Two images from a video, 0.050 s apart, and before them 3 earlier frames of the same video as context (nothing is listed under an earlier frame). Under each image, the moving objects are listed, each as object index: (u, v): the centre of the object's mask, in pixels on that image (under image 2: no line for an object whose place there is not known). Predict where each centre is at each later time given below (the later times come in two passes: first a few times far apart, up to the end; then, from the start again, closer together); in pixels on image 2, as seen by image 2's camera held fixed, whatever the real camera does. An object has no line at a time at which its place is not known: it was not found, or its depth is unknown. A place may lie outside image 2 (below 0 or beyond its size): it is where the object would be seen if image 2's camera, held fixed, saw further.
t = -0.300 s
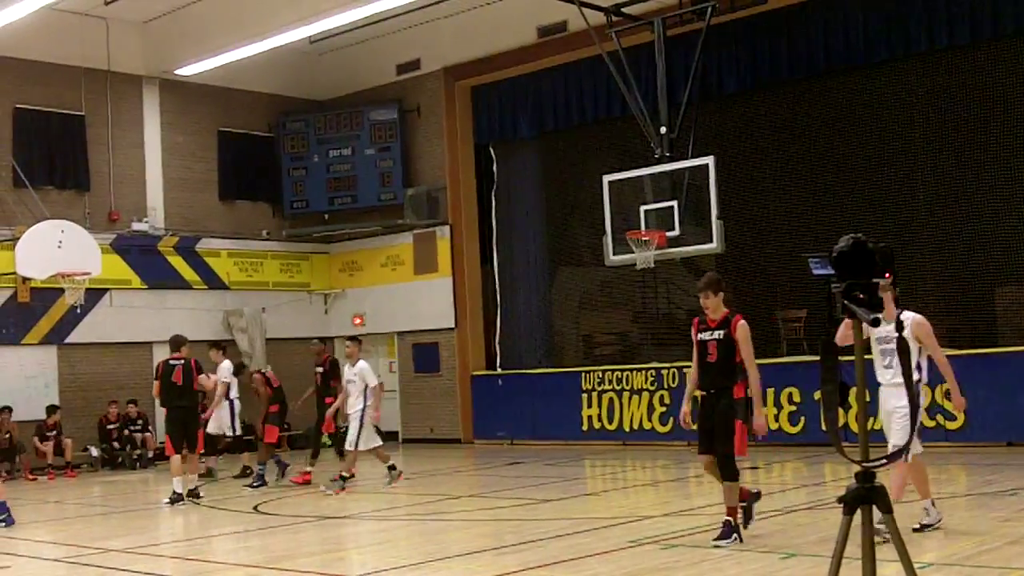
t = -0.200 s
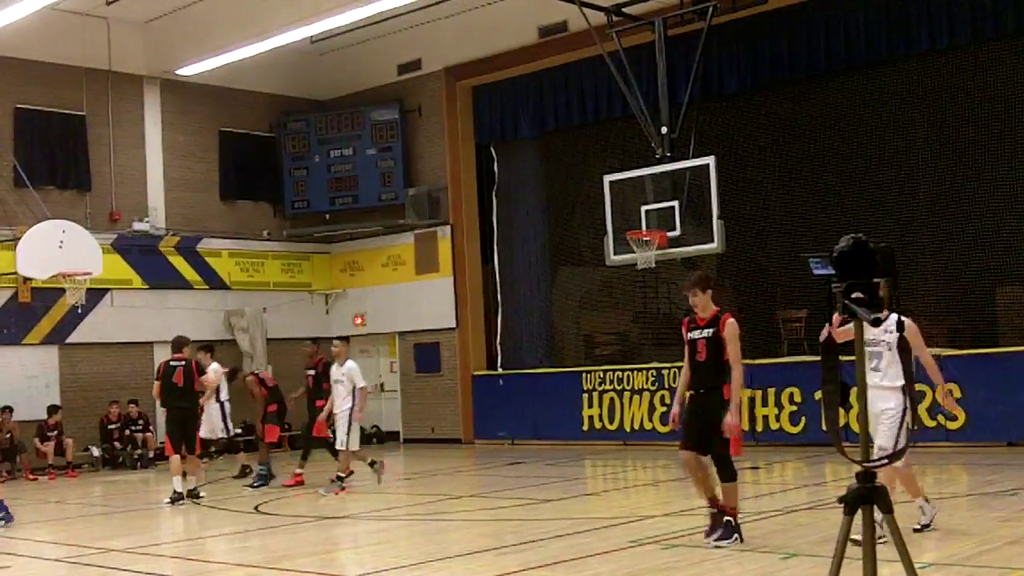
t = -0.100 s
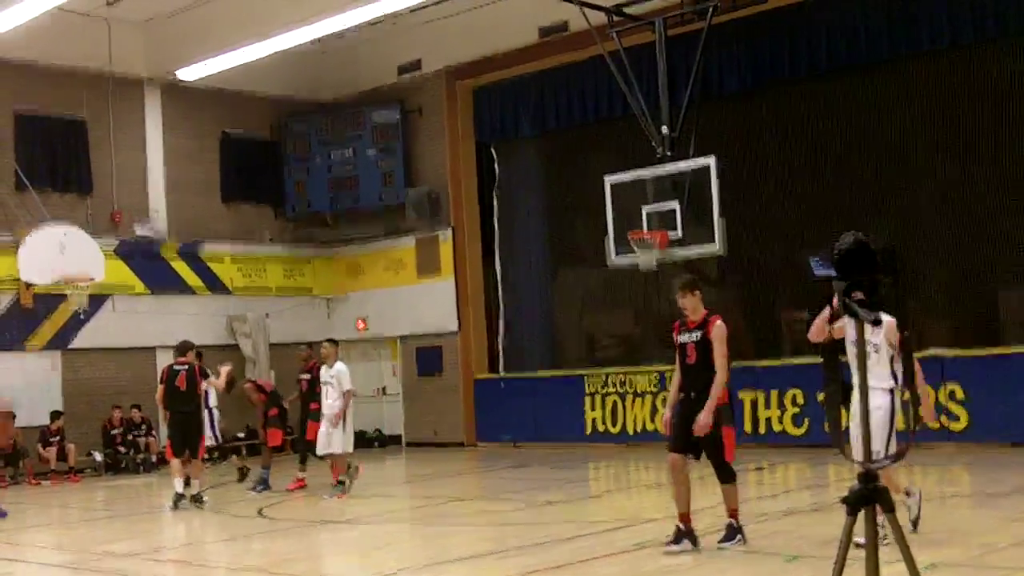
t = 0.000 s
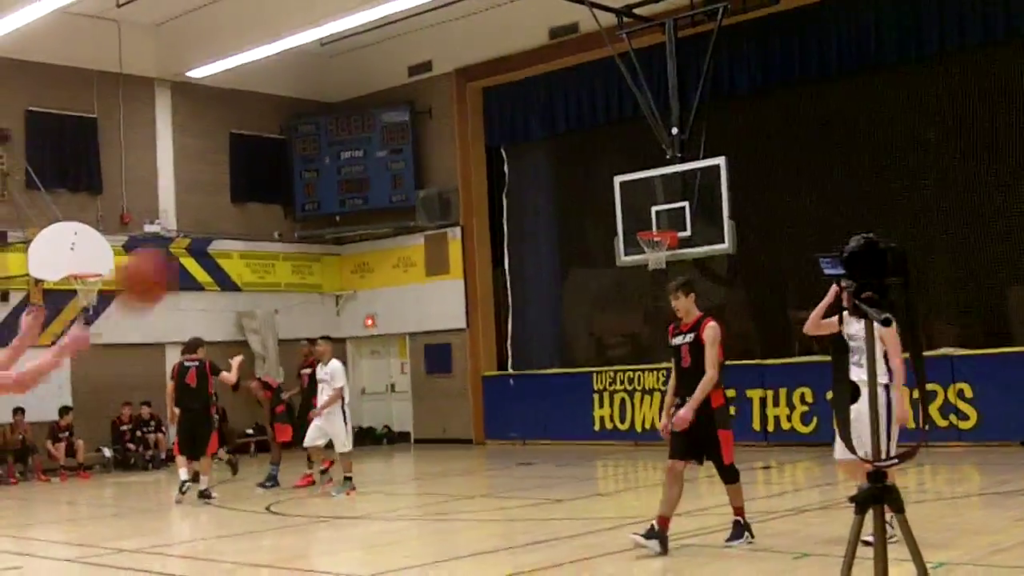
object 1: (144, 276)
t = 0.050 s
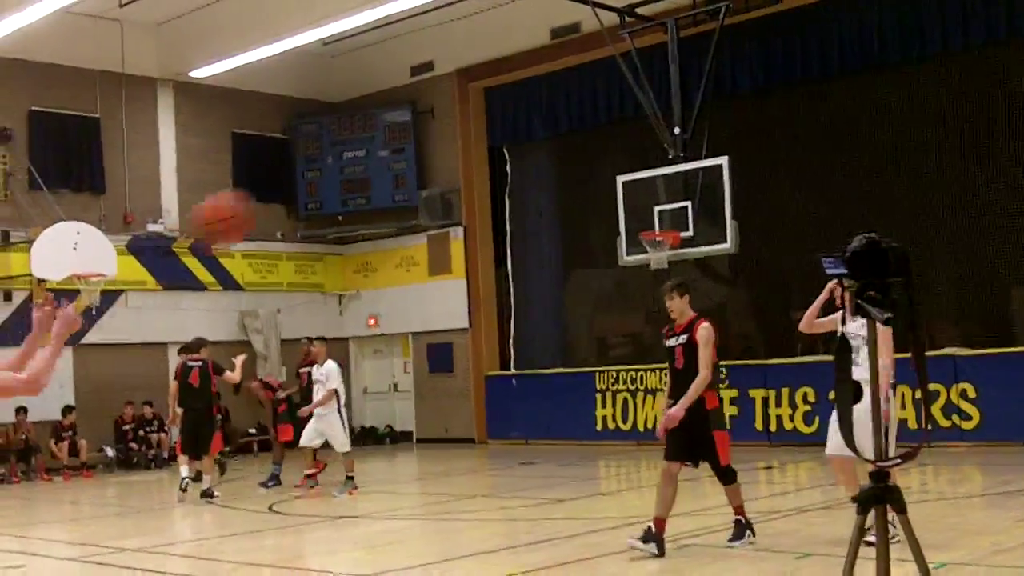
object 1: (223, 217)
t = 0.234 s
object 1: (461, 79)
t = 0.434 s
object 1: (660, 19)
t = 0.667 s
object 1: (842, 37)
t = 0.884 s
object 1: (974, 119)
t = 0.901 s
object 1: (979, 131)
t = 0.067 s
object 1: (249, 202)
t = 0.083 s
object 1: (272, 186)
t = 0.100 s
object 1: (295, 172)
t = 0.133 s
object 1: (340, 143)
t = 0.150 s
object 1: (362, 129)
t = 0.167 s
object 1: (383, 118)
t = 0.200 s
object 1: (423, 97)
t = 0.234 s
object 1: (461, 79)
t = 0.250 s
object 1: (480, 70)
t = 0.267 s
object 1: (499, 64)
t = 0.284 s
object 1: (517, 56)
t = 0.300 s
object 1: (536, 50)
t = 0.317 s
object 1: (552, 45)
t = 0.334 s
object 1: (568, 40)
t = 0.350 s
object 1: (582, 33)
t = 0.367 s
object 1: (602, 32)
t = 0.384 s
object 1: (616, 26)
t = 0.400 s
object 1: (631, 24)
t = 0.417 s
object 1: (646, 20)
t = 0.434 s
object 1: (660, 19)
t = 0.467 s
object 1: (690, 17)
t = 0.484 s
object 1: (703, 17)
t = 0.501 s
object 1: (718, 16)
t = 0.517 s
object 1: (731, 17)
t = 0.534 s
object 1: (745, 18)
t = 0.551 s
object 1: (758, 18)
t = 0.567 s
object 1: (770, 20)
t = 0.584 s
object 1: (782, 22)
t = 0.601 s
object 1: (794, 24)
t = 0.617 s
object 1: (807, 27)
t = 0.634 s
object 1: (818, 30)
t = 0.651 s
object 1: (830, 34)
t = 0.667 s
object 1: (842, 37)
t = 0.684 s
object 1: (854, 42)
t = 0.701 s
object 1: (864, 46)
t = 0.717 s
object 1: (875, 51)
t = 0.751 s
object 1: (897, 62)
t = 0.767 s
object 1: (908, 68)
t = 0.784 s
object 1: (918, 73)
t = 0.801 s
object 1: (927, 79)
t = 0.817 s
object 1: (937, 86)
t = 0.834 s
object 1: (947, 92)
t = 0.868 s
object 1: (967, 109)
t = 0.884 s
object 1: (974, 119)
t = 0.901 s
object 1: (979, 131)
